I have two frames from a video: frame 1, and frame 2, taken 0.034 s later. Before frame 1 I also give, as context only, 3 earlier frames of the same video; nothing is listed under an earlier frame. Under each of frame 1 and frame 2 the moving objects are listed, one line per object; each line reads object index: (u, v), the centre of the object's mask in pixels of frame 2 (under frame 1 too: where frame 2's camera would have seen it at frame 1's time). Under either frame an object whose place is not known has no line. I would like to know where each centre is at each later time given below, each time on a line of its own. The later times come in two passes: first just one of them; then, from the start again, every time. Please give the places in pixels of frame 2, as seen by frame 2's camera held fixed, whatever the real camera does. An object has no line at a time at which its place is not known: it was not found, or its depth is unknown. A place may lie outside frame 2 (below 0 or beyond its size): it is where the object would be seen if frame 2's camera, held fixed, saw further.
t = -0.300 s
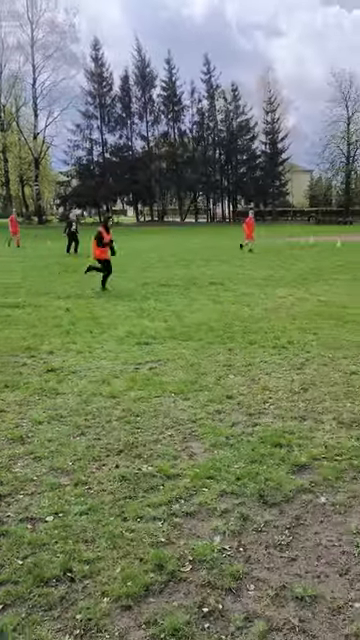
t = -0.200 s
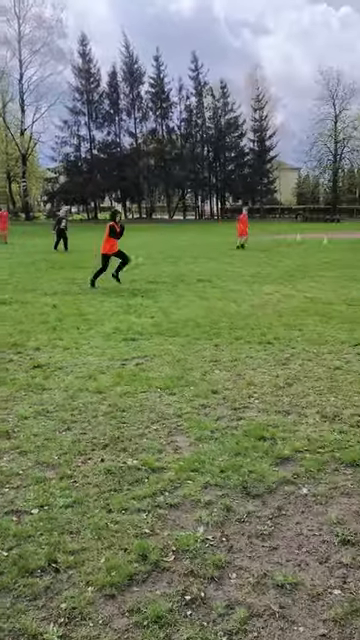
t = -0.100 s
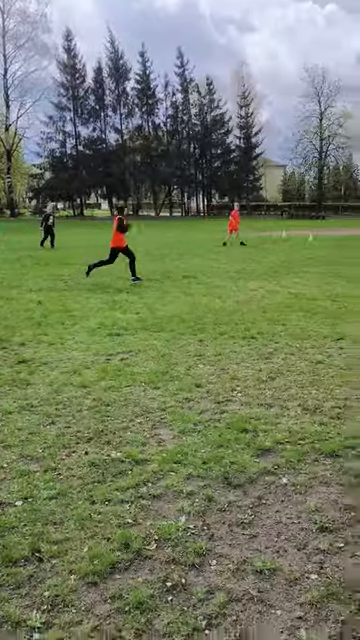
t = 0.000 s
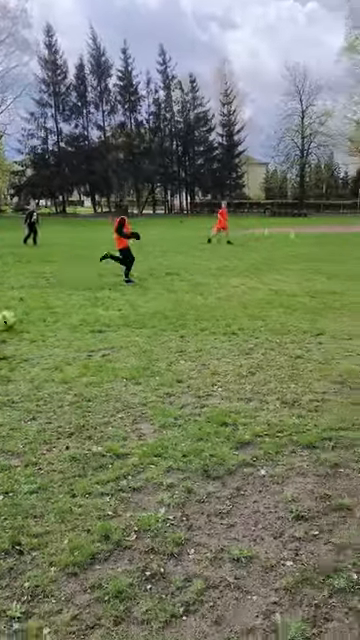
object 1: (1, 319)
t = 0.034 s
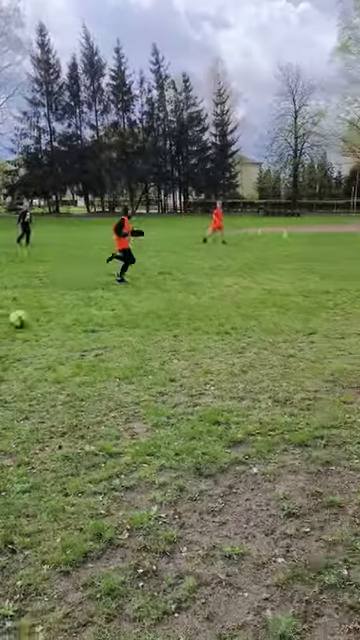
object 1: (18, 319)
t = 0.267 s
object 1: (114, 305)
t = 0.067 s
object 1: (34, 317)
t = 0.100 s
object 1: (50, 315)
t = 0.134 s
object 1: (63, 312)
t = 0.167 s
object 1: (77, 310)
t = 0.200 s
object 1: (91, 309)
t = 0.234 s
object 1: (102, 307)
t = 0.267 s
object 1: (114, 305)
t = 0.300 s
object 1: (125, 304)
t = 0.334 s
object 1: (135, 303)
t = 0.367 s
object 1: (144, 302)
